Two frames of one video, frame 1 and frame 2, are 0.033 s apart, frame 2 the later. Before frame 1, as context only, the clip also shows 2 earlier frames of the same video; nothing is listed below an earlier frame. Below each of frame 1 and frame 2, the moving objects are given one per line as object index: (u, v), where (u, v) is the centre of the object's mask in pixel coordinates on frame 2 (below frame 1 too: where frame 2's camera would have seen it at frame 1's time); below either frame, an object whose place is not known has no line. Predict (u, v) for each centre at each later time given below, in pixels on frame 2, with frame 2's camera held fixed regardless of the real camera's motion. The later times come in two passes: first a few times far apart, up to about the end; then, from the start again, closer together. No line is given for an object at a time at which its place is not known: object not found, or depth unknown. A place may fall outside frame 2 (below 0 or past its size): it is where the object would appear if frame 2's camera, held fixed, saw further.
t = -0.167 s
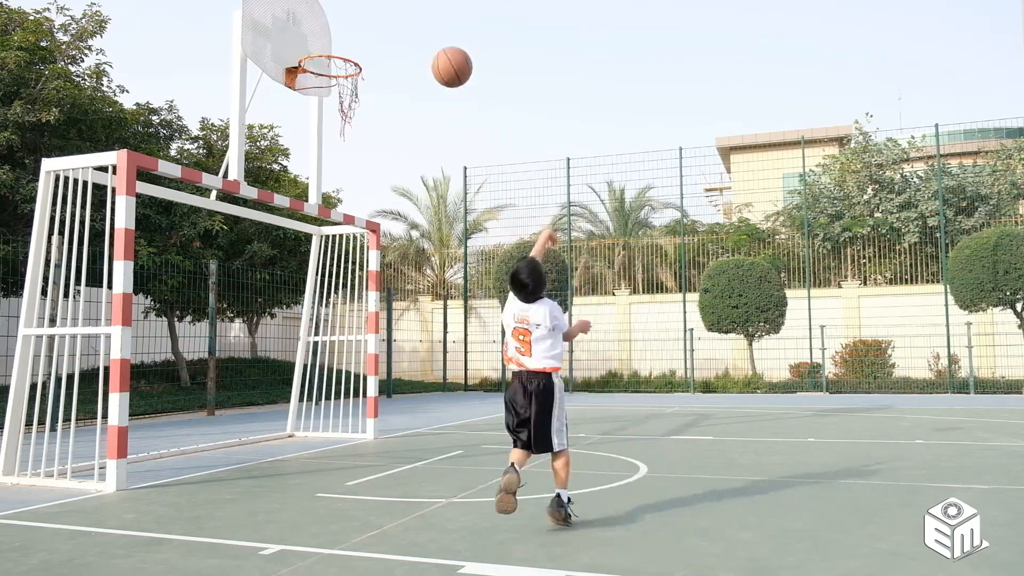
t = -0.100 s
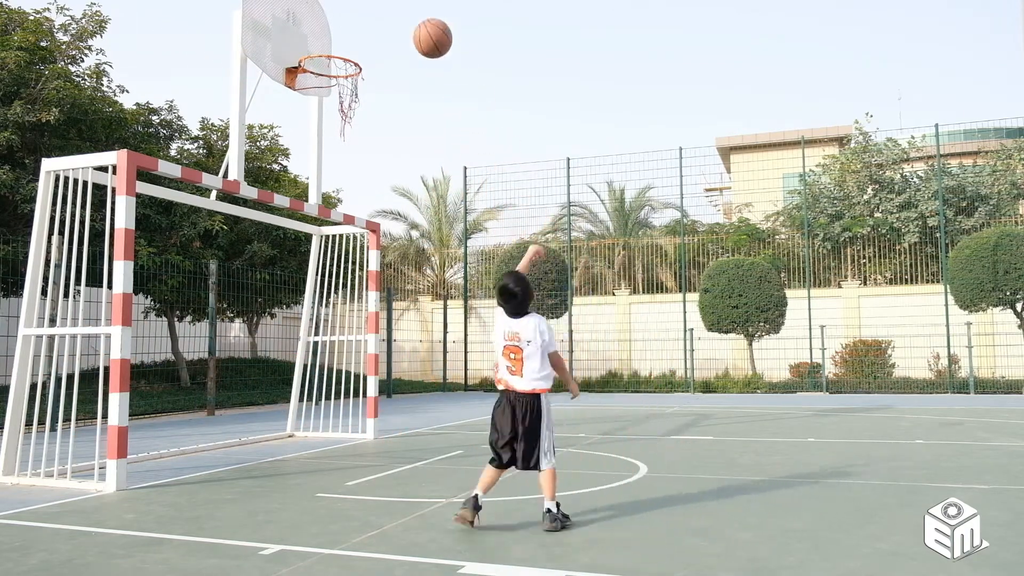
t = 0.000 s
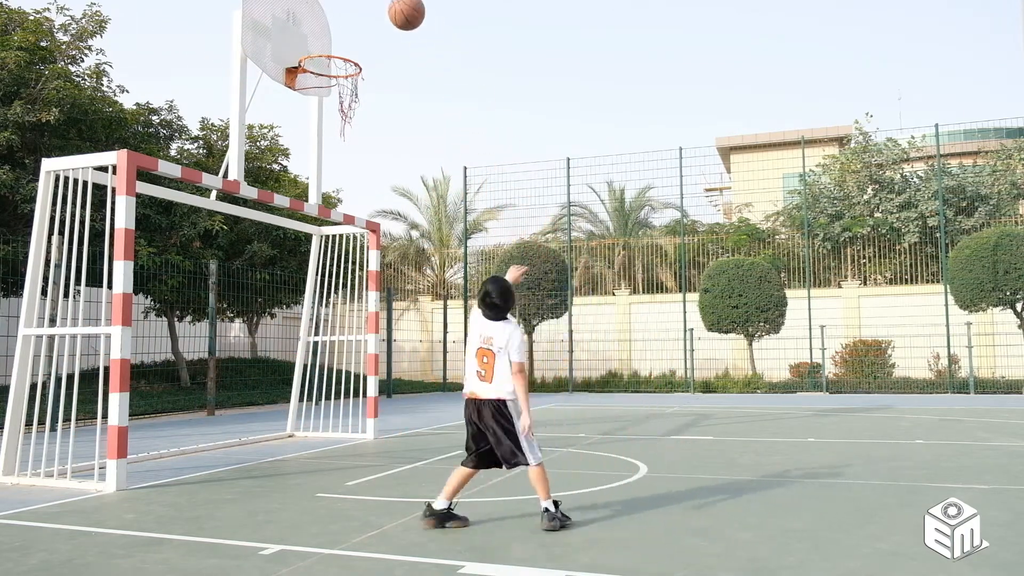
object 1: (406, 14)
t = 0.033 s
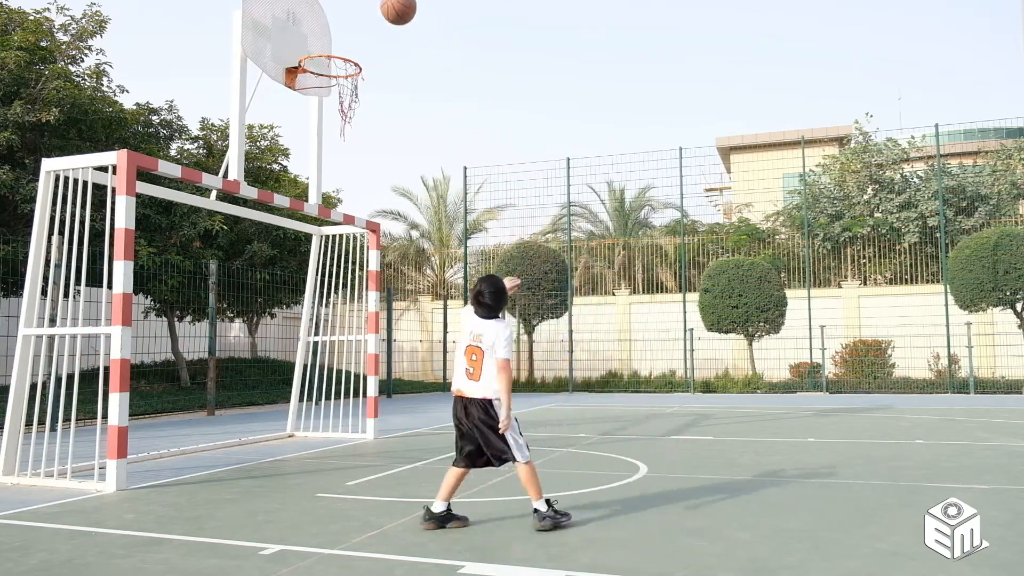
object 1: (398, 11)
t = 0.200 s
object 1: (361, 10)
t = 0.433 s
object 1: (321, 39)
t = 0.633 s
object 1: (306, 46)
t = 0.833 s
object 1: (325, 49)
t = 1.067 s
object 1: (343, 68)
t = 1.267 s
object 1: (354, 113)
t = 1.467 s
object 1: (365, 199)
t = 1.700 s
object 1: (376, 350)
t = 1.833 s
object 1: (381, 417)
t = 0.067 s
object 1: (390, 9)
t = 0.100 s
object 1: (383, 8)
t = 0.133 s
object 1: (376, 8)
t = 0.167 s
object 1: (368, 8)
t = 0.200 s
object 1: (361, 10)
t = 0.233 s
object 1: (354, 12)
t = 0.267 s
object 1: (348, 15)
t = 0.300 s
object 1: (341, 21)
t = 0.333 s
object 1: (335, 28)
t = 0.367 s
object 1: (329, 38)
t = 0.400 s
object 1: (325, 40)
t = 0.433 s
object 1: (321, 39)
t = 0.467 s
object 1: (318, 40)
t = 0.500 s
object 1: (315, 42)
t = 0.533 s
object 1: (311, 45)
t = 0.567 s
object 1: (308, 50)
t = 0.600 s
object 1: (306, 48)
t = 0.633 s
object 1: (306, 46)
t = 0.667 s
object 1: (306, 46)
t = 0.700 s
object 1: (308, 44)
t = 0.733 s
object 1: (313, 43)
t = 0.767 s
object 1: (317, 43)
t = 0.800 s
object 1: (321, 45)
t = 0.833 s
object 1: (325, 49)
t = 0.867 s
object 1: (328, 54)
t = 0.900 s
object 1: (332, 59)
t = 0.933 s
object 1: (335, 63)
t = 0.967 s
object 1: (337, 62)
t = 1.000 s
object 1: (339, 63)
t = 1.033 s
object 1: (341, 64)
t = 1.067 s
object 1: (343, 68)
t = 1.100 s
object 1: (346, 72)
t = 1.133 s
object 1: (348, 78)
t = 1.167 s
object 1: (349, 85)
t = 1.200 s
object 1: (351, 93)
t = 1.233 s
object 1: (352, 103)
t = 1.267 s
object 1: (354, 113)
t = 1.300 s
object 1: (357, 124)
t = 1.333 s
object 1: (358, 137)
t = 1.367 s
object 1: (360, 151)
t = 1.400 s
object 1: (362, 166)
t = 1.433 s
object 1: (364, 182)
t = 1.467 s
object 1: (365, 199)
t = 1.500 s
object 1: (367, 217)
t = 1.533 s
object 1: (368, 235)
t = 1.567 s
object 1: (370, 257)
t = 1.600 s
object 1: (371, 278)
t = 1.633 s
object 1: (372, 301)
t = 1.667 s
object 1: (374, 325)
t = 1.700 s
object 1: (376, 350)
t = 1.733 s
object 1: (377, 375)
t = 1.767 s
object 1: (378, 402)
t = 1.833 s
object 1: (381, 417)
